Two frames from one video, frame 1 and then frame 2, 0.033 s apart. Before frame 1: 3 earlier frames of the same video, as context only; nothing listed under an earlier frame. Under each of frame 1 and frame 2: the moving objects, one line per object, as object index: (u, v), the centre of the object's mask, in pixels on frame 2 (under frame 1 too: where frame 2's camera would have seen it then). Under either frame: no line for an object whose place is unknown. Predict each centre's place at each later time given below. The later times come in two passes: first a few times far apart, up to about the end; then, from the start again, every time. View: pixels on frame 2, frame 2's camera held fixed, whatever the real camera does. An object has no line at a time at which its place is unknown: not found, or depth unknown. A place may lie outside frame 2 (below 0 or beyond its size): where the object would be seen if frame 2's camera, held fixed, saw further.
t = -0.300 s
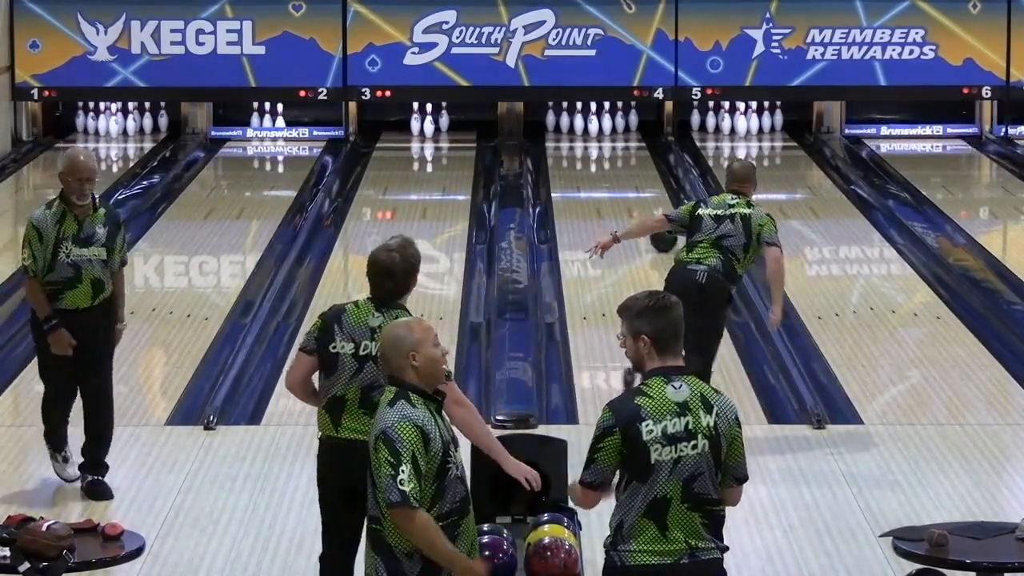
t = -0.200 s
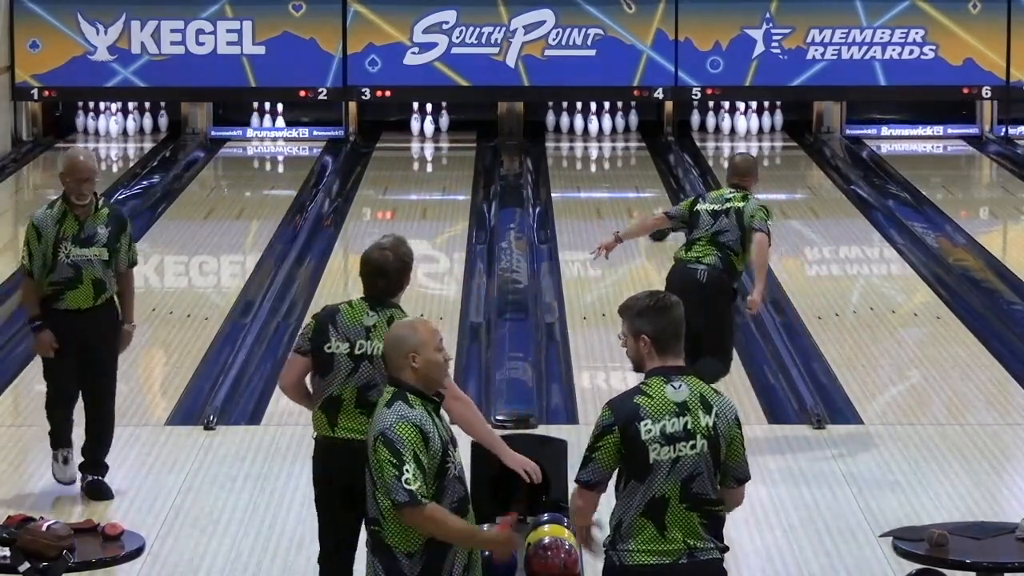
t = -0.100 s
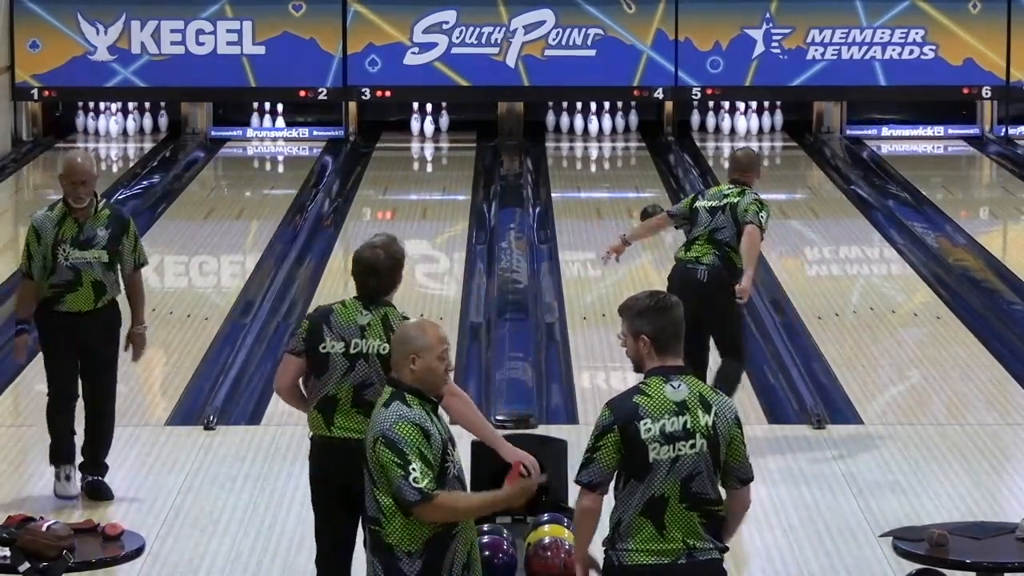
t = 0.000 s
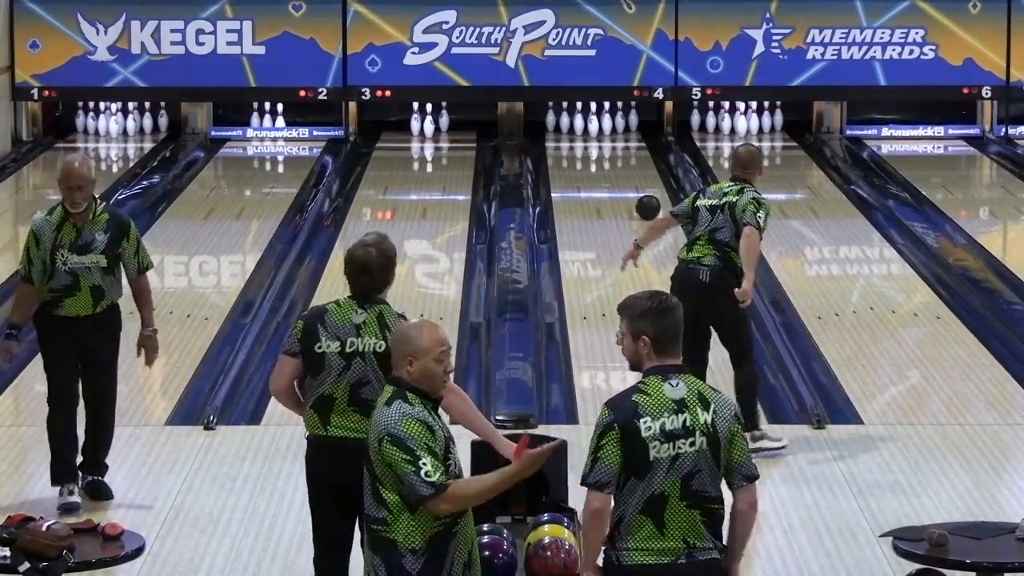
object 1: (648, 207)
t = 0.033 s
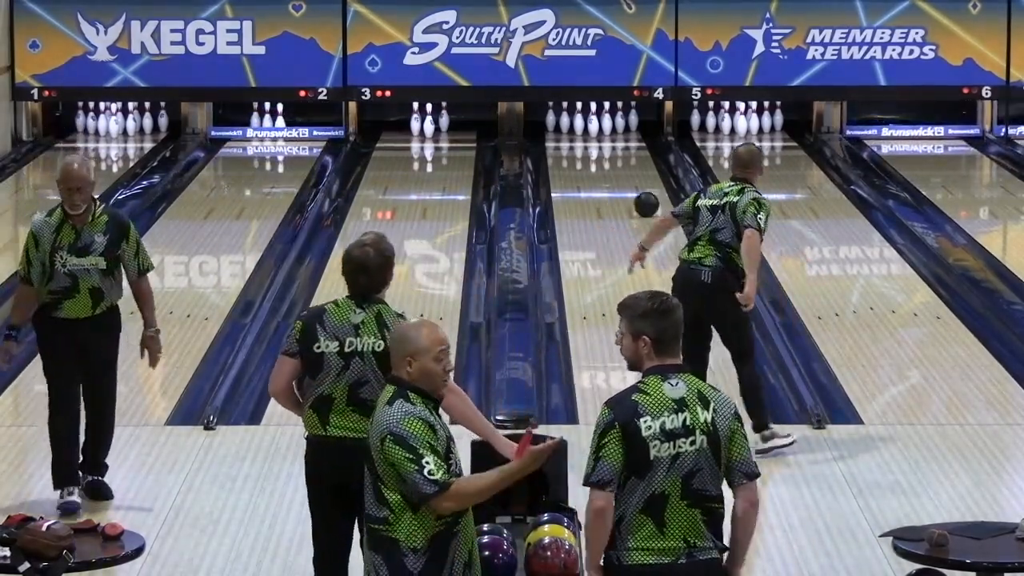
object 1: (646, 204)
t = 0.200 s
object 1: (638, 189)
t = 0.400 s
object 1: (629, 173)
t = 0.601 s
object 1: (619, 158)
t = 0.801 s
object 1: (608, 145)
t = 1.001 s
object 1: (598, 135)
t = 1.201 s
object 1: (586, 126)
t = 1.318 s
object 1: (586, 124)
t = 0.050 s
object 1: (645, 202)
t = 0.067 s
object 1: (645, 201)
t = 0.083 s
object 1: (644, 199)
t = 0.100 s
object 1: (643, 198)
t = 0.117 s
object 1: (642, 196)
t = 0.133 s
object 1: (641, 195)
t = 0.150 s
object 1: (640, 193)
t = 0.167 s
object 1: (639, 192)
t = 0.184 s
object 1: (639, 190)
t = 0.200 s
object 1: (638, 189)
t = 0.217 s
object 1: (637, 188)
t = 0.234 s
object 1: (636, 186)
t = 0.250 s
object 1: (636, 185)
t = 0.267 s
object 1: (635, 183)
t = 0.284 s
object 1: (634, 182)
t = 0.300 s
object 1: (633, 180)
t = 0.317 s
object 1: (633, 179)
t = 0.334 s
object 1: (632, 178)
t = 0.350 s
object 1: (631, 176)
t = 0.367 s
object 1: (630, 175)
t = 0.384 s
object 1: (629, 174)
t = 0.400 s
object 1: (629, 173)
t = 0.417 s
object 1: (628, 171)
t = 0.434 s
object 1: (627, 170)
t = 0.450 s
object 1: (626, 169)
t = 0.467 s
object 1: (626, 168)
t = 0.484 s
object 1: (625, 166)
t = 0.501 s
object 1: (624, 165)
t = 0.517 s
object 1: (623, 164)
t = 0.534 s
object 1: (623, 163)
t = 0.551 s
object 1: (622, 162)
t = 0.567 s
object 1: (621, 161)
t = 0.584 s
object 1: (620, 160)
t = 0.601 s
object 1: (619, 158)
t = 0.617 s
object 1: (619, 157)
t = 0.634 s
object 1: (618, 156)
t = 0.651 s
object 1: (618, 155)
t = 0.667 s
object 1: (616, 154)
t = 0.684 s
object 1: (615, 153)
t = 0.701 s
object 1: (614, 152)
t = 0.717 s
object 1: (613, 151)
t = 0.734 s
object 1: (613, 150)
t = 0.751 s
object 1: (612, 149)
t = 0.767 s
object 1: (611, 148)
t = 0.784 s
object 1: (610, 147)
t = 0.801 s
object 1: (608, 145)
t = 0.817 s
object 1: (608, 144)
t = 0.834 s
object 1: (607, 144)
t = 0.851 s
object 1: (606, 143)
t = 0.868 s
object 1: (606, 142)
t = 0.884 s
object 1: (605, 141)
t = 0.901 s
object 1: (604, 140)
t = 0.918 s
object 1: (603, 139)
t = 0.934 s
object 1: (602, 138)
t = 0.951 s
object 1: (601, 137)
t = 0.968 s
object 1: (600, 136)
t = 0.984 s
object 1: (599, 136)
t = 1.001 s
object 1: (598, 135)
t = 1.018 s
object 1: (598, 134)
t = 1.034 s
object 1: (597, 133)
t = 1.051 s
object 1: (596, 132)
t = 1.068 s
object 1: (595, 131)
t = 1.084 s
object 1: (595, 131)
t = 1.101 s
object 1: (594, 130)
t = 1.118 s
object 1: (593, 129)
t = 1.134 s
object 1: (592, 128)
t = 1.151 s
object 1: (590, 127)
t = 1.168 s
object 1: (589, 127)
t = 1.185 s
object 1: (588, 126)
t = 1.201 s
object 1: (586, 126)
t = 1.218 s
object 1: (587, 126)
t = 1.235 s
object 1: (586, 125)
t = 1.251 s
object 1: (587, 125)
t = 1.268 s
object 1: (586, 125)
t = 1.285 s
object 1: (584, 125)
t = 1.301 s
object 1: (586, 124)
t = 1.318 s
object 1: (586, 124)
